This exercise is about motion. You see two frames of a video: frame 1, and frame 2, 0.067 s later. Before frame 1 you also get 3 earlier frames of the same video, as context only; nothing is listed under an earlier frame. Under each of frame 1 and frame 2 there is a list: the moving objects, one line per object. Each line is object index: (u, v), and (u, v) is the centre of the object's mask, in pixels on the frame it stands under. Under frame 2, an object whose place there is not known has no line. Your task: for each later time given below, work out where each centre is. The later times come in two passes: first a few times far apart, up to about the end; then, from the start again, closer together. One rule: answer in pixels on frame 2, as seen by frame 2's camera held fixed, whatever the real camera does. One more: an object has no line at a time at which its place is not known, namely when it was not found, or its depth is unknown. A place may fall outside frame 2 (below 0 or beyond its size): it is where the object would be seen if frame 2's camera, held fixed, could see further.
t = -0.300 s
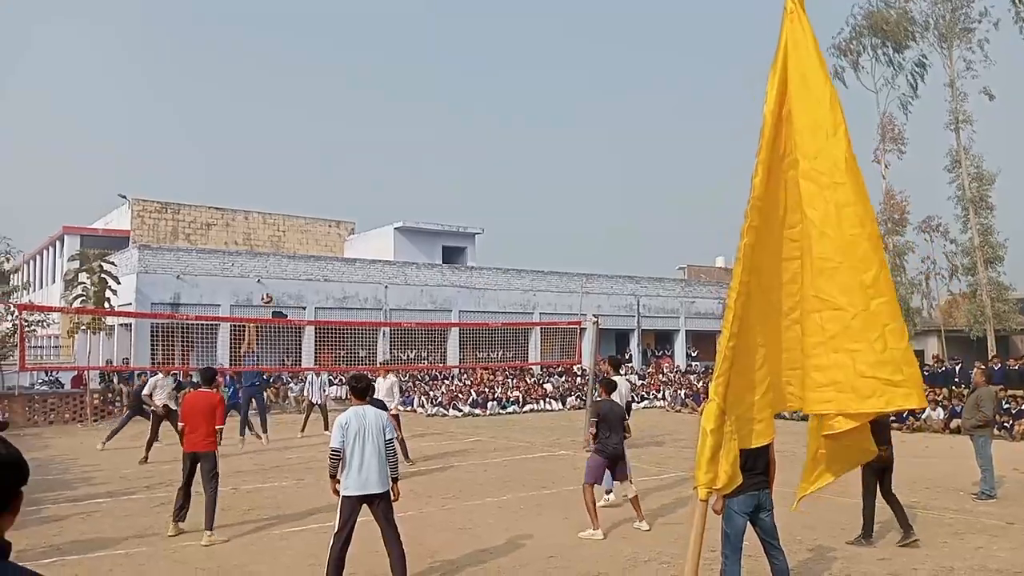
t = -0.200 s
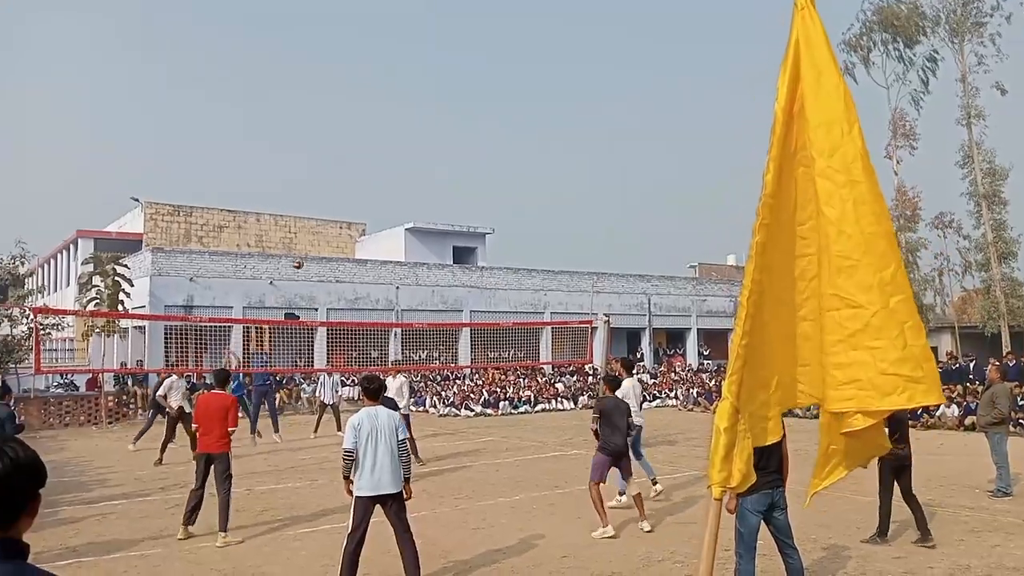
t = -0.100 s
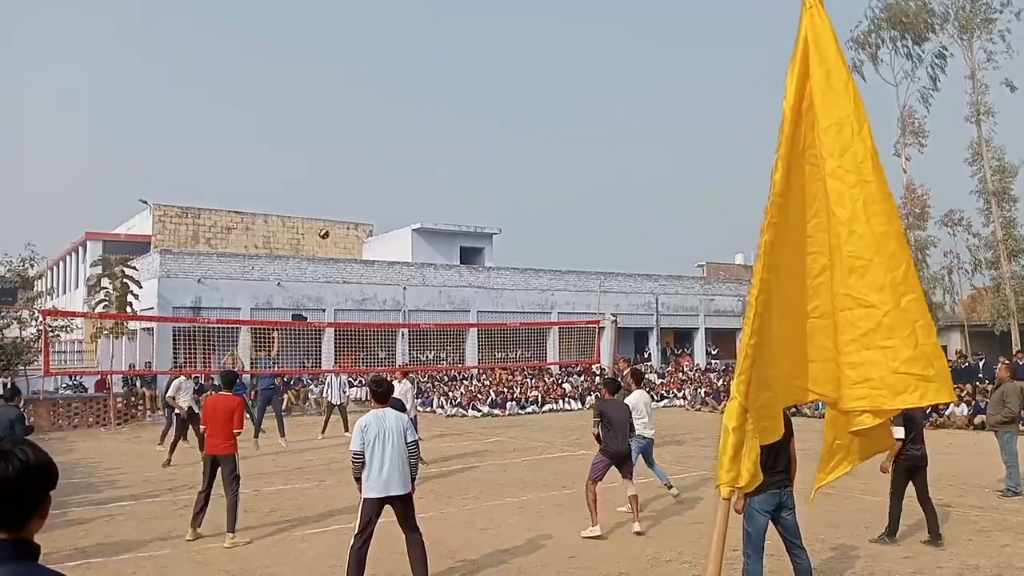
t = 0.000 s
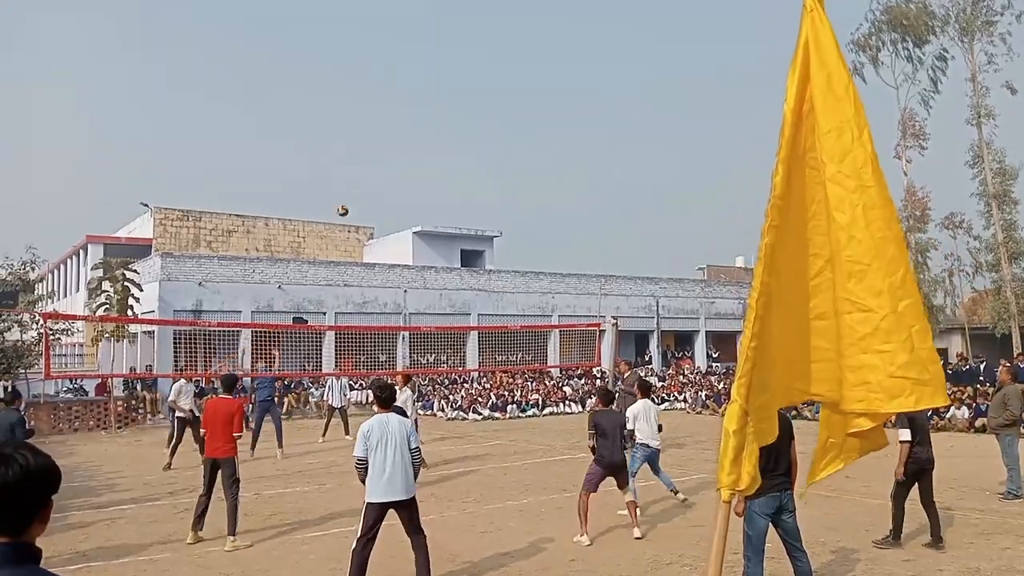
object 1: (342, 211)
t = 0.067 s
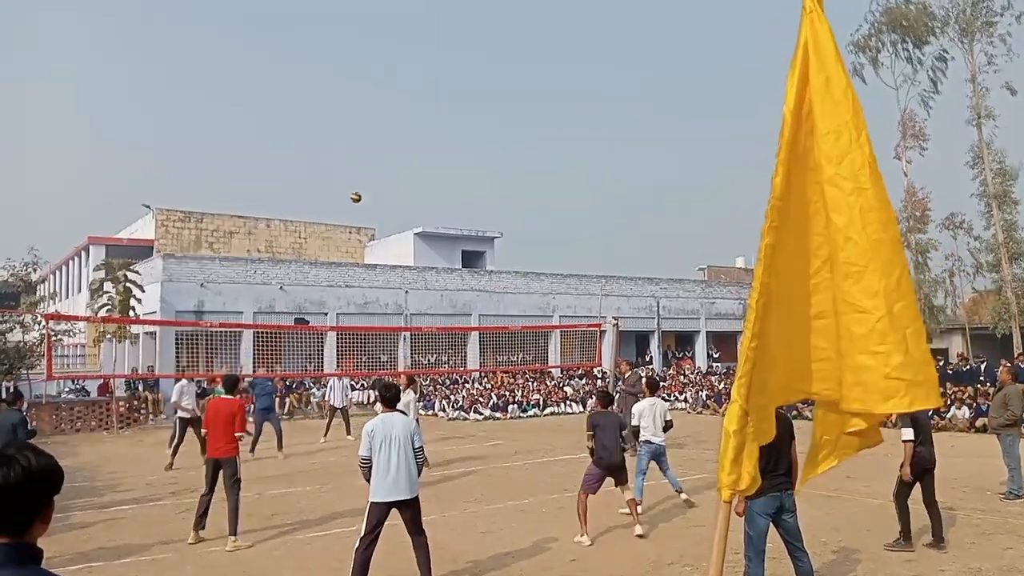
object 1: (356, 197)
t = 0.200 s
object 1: (379, 174)
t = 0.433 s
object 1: (422, 156)
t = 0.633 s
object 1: (459, 164)
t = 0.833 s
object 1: (496, 192)
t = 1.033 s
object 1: (534, 243)
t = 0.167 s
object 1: (373, 179)
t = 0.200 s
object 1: (379, 174)
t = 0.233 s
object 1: (386, 170)
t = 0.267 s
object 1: (391, 167)
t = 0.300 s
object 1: (398, 163)
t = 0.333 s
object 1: (404, 161)
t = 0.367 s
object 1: (410, 159)
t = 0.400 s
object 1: (416, 157)
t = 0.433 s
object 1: (422, 156)
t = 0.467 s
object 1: (429, 156)
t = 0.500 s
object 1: (434, 156)
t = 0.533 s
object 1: (440, 157)
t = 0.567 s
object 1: (447, 158)
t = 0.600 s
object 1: (453, 161)
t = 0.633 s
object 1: (459, 164)
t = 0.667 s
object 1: (465, 167)
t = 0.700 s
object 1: (471, 171)
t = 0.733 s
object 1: (477, 175)
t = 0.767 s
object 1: (484, 180)
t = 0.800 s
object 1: (490, 186)
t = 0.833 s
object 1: (496, 192)
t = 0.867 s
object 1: (502, 199)
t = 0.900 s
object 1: (509, 207)
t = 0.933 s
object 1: (515, 215)
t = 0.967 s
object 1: (521, 223)
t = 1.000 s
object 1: (528, 233)
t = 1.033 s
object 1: (534, 243)
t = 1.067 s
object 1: (541, 254)
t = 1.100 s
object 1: (547, 266)
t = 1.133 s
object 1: (553, 278)
